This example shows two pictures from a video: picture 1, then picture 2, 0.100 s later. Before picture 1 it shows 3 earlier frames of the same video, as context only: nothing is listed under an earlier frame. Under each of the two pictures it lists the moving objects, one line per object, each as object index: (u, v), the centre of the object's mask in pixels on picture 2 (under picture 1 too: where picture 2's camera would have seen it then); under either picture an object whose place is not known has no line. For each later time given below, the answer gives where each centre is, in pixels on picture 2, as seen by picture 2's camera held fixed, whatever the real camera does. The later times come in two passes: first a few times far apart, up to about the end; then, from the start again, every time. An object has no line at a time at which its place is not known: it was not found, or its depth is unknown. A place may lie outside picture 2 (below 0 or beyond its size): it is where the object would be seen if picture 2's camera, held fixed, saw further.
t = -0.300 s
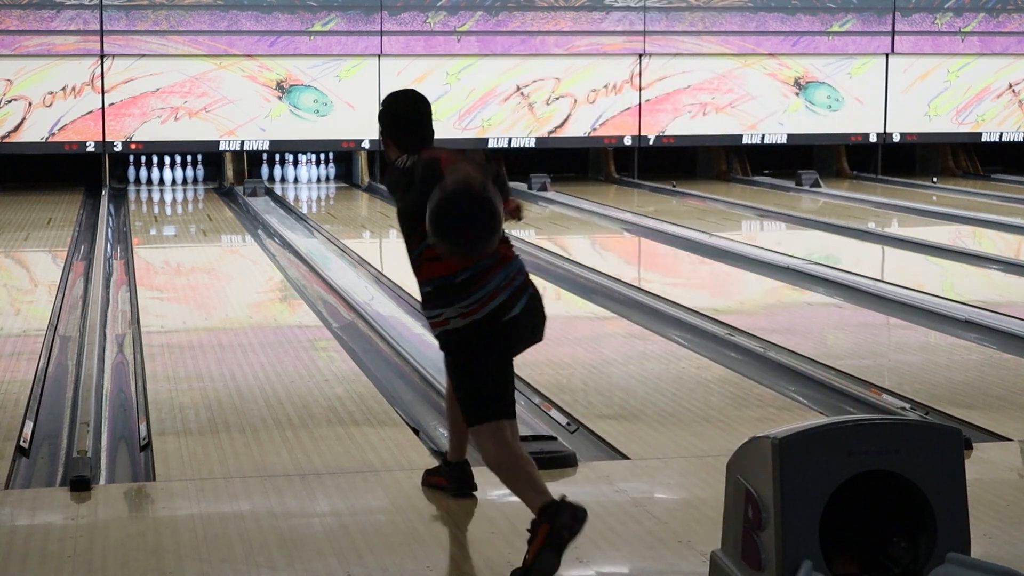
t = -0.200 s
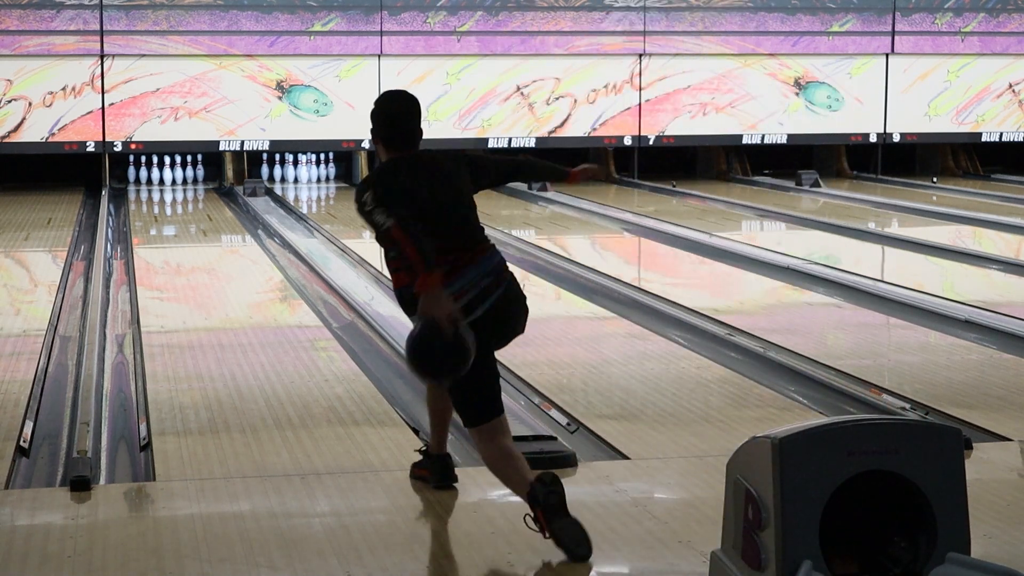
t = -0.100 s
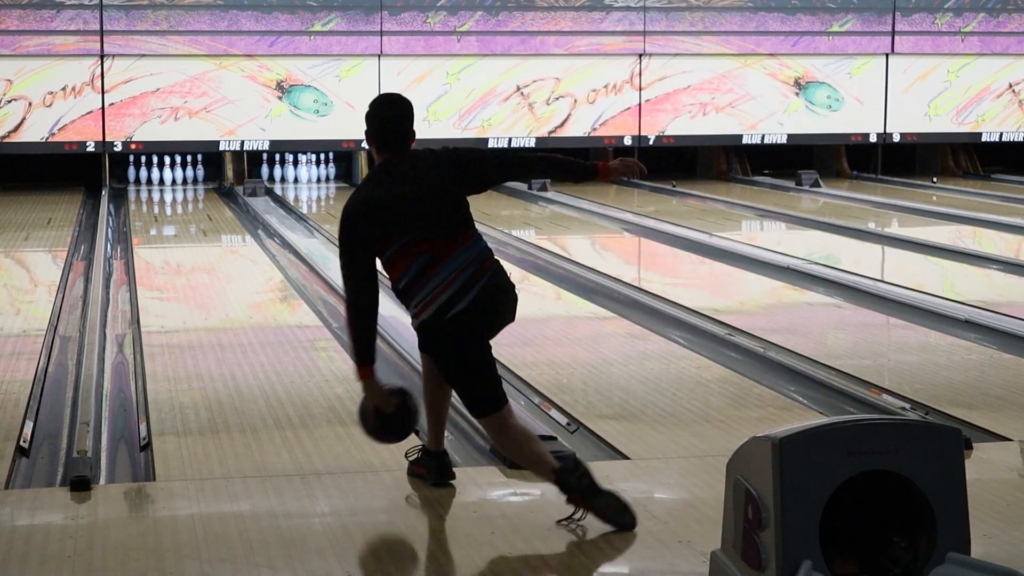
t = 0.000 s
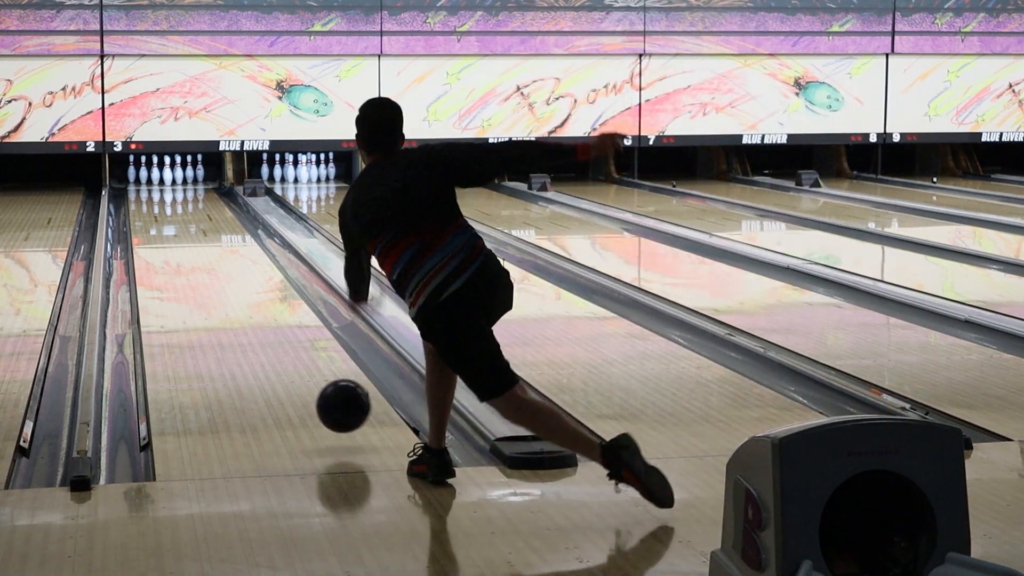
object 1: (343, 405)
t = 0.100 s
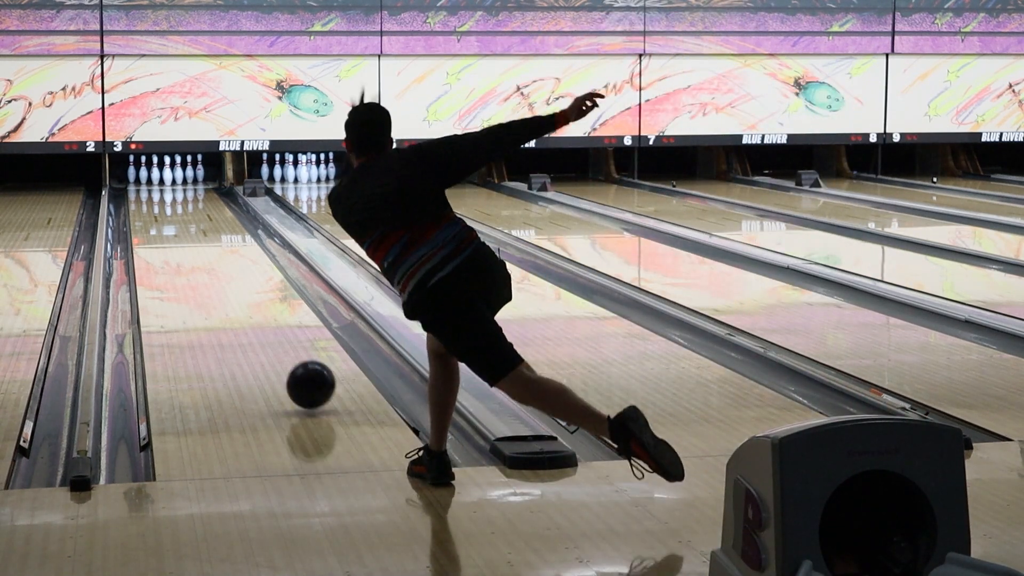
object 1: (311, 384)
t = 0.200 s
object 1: (284, 360)
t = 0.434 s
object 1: (238, 312)
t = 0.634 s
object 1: (210, 282)
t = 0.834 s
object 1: (189, 258)
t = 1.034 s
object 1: (174, 239)
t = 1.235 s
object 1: (161, 225)
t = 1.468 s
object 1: (150, 210)
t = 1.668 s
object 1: (146, 200)
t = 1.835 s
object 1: (148, 193)
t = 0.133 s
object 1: (301, 375)
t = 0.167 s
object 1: (292, 369)
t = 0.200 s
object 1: (284, 360)
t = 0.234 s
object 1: (276, 352)
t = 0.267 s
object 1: (269, 345)
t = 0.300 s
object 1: (262, 338)
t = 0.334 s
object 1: (255, 331)
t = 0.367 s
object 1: (249, 324)
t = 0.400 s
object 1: (243, 318)
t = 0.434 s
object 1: (238, 312)
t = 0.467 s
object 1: (233, 306)
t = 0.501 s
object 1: (227, 301)
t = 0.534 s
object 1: (223, 296)
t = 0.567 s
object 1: (219, 291)
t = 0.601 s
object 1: (214, 286)
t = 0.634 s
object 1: (210, 282)
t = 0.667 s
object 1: (206, 278)
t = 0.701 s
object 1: (203, 273)
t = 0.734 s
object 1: (199, 269)
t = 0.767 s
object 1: (196, 265)
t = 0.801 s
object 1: (192, 262)
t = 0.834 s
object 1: (189, 258)
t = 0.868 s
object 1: (186, 255)
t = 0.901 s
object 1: (184, 251)
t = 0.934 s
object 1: (181, 248)
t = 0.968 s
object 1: (178, 245)
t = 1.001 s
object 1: (176, 242)
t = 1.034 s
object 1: (174, 239)
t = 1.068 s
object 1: (171, 237)
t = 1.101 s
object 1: (169, 234)
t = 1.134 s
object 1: (167, 232)
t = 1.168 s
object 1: (165, 229)
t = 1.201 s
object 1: (163, 227)
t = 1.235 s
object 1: (161, 225)
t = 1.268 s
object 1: (159, 223)
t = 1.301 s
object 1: (158, 220)
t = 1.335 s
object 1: (156, 218)
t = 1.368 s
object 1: (154, 216)
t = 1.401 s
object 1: (153, 214)
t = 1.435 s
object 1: (151, 212)
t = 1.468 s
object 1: (150, 210)
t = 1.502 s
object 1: (149, 208)
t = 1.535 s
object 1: (148, 207)
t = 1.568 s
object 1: (148, 205)
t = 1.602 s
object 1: (147, 203)
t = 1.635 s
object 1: (146, 202)
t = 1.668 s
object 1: (146, 200)
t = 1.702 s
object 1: (146, 198)
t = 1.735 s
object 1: (146, 197)
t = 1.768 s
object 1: (146, 196)
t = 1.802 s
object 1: (147, 194)
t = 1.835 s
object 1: (148, 193)
